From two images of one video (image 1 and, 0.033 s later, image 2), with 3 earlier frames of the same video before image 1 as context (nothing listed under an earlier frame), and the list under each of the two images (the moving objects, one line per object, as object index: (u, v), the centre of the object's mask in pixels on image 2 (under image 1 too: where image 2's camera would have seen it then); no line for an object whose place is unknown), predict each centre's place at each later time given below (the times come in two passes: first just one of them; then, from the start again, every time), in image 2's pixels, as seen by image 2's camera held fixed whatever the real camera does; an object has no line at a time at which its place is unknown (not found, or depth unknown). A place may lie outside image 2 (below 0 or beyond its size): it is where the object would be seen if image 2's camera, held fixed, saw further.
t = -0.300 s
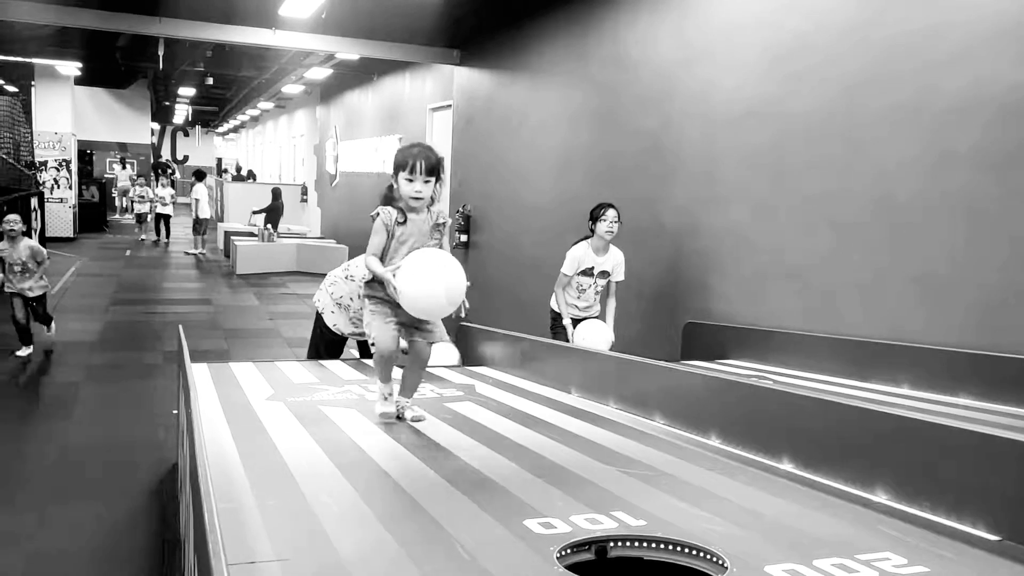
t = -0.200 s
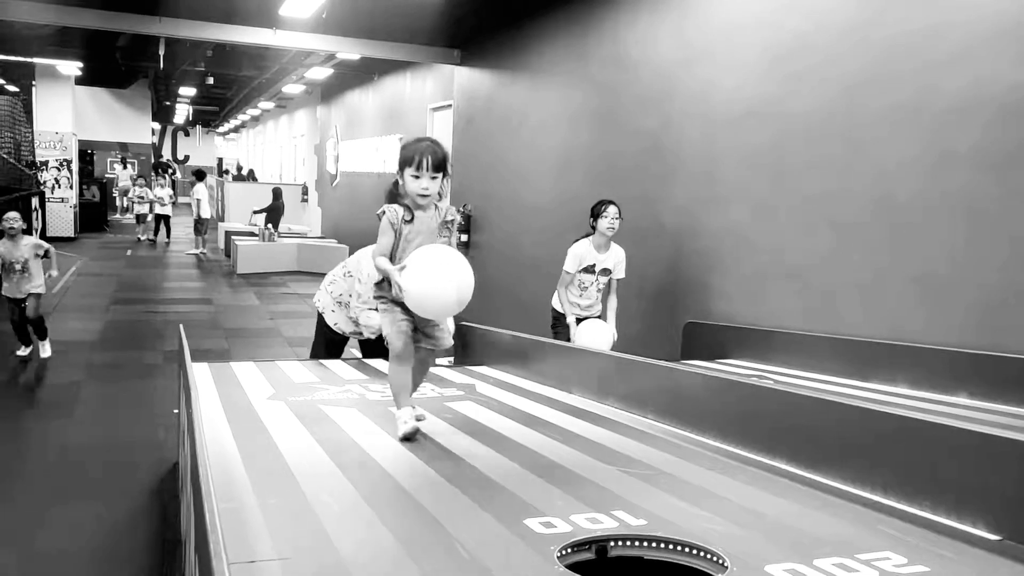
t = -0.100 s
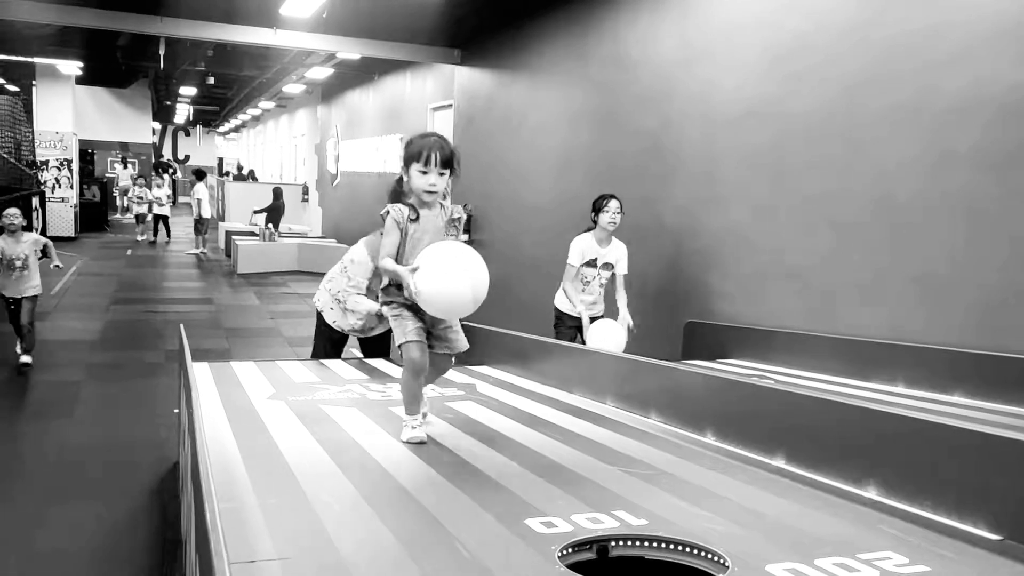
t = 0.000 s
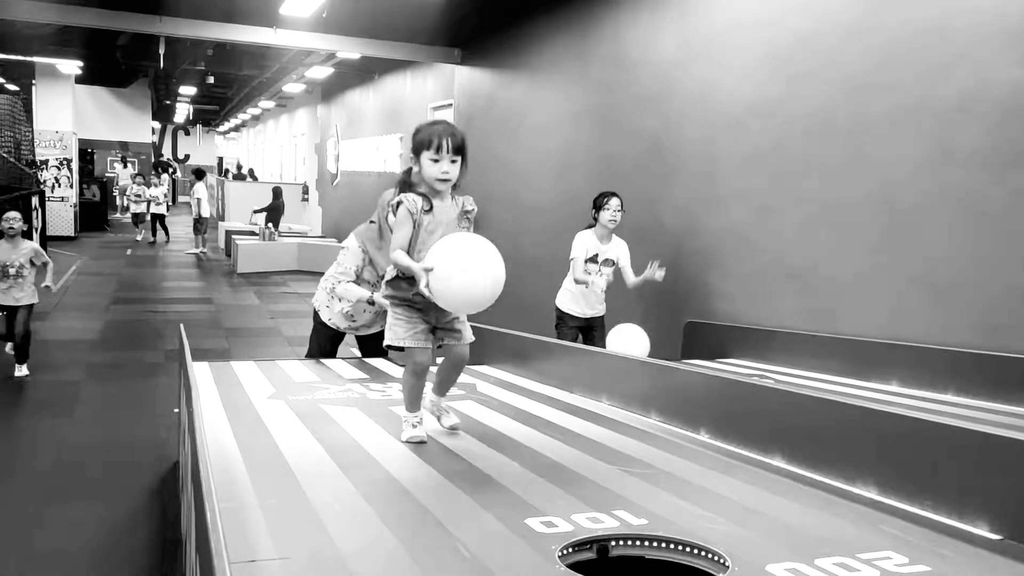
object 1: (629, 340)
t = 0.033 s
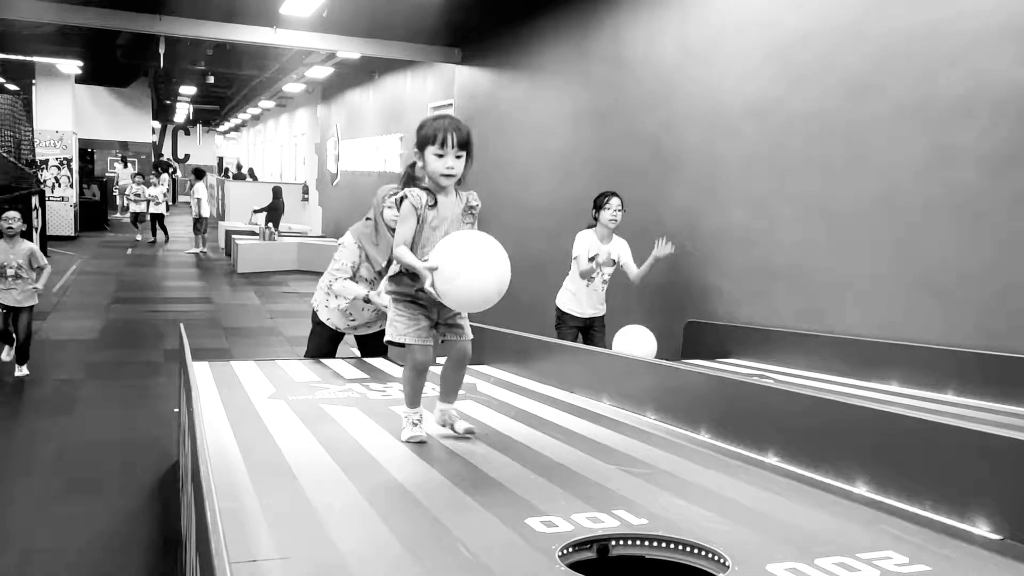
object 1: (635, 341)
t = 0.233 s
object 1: (677, 349)
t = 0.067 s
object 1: (642, 342)
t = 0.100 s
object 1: (648, 344)
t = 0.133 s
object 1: (656, 345)
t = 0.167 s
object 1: (662, 346)
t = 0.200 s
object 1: (669, 348)
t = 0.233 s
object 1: (677, 349)
